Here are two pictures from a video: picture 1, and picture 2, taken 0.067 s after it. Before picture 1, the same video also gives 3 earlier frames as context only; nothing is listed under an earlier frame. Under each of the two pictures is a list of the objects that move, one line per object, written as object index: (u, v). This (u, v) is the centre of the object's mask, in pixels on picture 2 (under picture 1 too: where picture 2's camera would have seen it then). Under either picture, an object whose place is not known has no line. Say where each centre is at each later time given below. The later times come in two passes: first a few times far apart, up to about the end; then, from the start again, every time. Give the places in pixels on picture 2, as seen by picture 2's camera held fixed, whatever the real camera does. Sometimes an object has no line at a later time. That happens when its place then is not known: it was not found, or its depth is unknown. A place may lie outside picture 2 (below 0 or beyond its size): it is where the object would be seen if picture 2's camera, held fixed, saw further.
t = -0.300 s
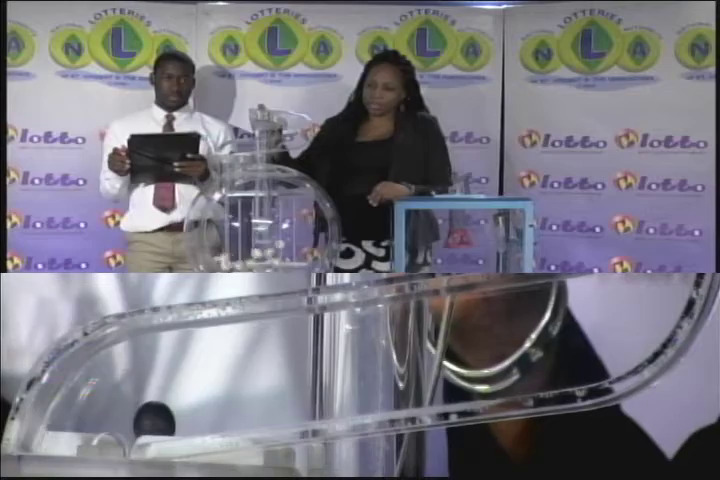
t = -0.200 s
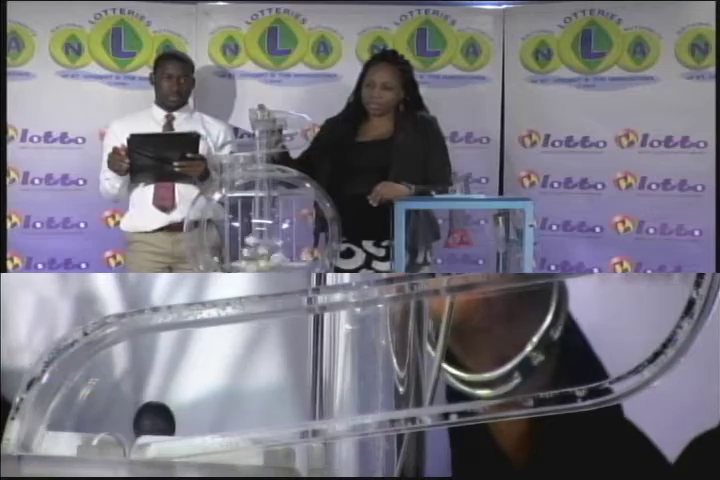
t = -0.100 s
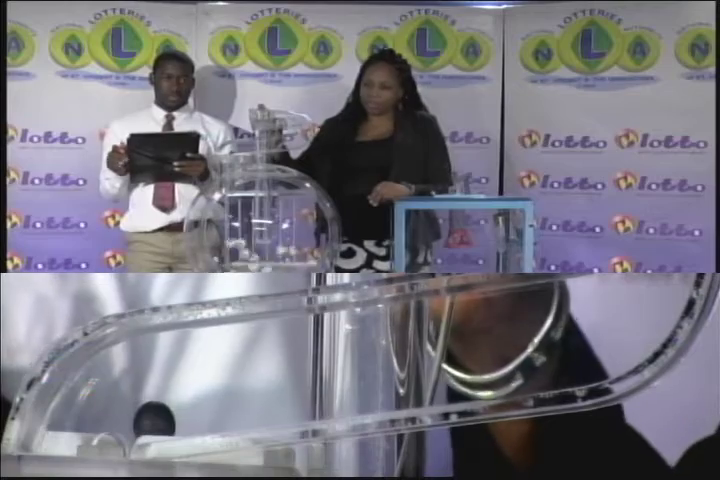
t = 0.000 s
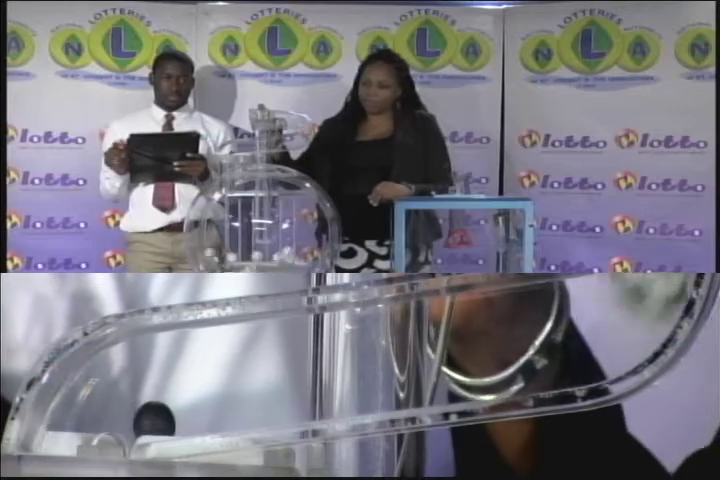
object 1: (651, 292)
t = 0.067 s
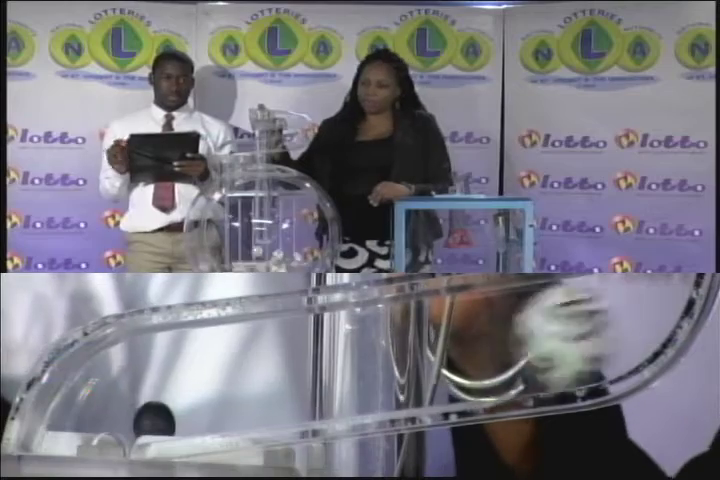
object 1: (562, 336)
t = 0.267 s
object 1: (299, 374)
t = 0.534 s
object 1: (142, 389)
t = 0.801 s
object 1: (121, 393)
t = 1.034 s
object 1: (126, 397)
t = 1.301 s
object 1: (128, 396)
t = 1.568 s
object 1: (128, 396)
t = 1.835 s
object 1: (129, 396)
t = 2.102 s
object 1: (129, 396)
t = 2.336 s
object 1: (128, 396)
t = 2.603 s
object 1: (128, 396)
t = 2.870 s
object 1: (127, 397)
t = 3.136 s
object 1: (127, 396)
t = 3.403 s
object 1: (127, 397)
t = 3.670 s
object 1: (127, 396)
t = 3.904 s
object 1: (127, 397)
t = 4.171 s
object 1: (129, 396)
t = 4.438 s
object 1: (129, 396)
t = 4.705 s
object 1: (128, 396)
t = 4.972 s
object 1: (128, 397)
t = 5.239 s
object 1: (128, 396)
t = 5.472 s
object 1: (128, 396)
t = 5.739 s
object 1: (129, 396)
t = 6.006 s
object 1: (129, 396)
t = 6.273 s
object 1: (129, 396)
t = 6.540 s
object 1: (129, 397)
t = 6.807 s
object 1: (129, 397)
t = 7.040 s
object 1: (129, 397)
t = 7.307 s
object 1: (129, 397)
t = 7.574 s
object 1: (129, 397)
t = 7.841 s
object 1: (129, 397)
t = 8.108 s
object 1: (128, 397)
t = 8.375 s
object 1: (129, 397)
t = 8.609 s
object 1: (129, 397)
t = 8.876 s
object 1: (129, 397)
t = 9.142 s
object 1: (127, 397)
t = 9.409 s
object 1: (127, 397)
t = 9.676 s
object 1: (127, 397)
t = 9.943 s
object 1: (127, 397)
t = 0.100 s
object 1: (513, 341)
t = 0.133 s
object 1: (467, 349)
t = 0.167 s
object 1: (424, 355)
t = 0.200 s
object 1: (386, 363)
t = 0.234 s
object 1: (343, 366)
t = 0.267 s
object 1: (299, 374)
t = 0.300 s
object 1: (253, 379)
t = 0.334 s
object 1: (216, 383)
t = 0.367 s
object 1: (170, 389)
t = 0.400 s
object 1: (128, 394)
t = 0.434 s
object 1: (131, 391)
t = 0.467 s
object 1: (127, 393)
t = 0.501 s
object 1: (136, 390)
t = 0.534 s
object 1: (142, 389)
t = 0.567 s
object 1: (147, 389)
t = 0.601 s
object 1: (149, 389)
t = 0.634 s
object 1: (149, 389)
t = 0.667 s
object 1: (148, 389)
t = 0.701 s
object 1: (144, 390)
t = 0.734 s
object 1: (137, 391)
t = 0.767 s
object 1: (127, 395)
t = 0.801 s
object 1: (121, 393)
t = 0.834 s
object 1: (124, 395)
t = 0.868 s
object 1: (127, 396)
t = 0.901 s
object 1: (129, 396)
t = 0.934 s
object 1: (126, 396)
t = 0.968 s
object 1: (127, 397)
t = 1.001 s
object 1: (126, 397)
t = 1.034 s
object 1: (126, 397)
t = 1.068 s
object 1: (127, 397)
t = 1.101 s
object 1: (127, 397)
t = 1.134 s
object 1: (128, 396)
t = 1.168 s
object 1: (128, 396)
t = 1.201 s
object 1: (128, 396)
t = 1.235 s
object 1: (128, 396)
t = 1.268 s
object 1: (128, 396)
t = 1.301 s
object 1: (128, 396)
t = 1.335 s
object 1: (128, 396)
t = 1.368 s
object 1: (128, 396)
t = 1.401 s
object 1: (128, 396)
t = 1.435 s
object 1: (129, 396)
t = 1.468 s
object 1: (129, 396)
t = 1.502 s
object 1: (129, 396)
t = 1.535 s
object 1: (129, 396)
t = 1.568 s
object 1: (128, 396)
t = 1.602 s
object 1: (128, 396)
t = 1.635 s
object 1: (128, 396)
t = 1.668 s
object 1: (128, 396)
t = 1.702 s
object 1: (128, 396)
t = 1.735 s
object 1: (128, 396)
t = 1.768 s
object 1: (128, 396)
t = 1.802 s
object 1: (128, 396)
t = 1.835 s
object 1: (129, 396)
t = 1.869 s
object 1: (129, 396)
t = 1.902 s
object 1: (129, 396)
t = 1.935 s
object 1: (129, 396)
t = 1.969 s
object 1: (129, 396)
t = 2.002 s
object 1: (129, 396)
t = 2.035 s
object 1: (129, 396)
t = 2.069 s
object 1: (129, 396)
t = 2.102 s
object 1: (129, 396)
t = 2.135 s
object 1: (129, 396)
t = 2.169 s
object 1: (128, 396)
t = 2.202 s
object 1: (128, 396)
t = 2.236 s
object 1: (128, 396)
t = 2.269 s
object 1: (128, 396)
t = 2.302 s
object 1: (128, 397)
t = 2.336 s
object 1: (128, 396)
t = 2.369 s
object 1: (128, 396)
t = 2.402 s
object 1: (128, 396)
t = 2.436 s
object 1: (128, 396)
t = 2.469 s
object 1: (128, 396)
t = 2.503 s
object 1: (128, 396)
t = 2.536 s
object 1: (128, 396)
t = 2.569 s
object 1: (128, 396)
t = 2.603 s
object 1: (128, 396)
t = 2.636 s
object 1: (128, 396)
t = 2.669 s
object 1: (128, 396)
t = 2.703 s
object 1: (128, 396)
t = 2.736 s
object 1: (128, 397)
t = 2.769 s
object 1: (128, 397)
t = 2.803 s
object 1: (128, 397)
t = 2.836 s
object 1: (127, 397)
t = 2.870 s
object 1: (127, 397)
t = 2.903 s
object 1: (126, 397)
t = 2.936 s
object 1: (127, 397)
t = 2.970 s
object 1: (127, 397)
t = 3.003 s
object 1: (127, 397)
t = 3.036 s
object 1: (127, 397)
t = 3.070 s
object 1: (127, 396)
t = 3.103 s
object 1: (127, 396)
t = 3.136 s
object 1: (127, 396)
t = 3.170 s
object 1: (127, 396)
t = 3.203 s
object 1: (127, 396)
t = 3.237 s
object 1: (127, 397)
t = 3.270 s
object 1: (127, 397)
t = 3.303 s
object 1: (127, 397)
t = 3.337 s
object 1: (127, 397)
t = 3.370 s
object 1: (127, 397)
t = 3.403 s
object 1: (127, 397)
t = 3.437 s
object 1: (127, 396)
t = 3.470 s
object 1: (127, 396)
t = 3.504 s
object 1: (127, 397)
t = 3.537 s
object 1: (127, 396)
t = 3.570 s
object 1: (127, 396)
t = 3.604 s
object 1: (127, 396)
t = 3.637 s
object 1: (127, 396)
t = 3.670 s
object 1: (127, 396)
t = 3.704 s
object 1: (127, 396)
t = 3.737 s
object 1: (127, 397)
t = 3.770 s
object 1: (127, 397)
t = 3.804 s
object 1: (127, 397)
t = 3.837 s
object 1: (127, 397)
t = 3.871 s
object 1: (127, 397)
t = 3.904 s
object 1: (127, 397)
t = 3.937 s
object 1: (127, 397)
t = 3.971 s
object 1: (127, 397)
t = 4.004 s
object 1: (127, 397)
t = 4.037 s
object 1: (128, 394)
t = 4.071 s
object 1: (127, 396)
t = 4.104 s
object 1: (126, 396)
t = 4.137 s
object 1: (127, 395)
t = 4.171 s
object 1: (129, 396)
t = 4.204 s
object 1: (130, 396)
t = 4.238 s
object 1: (128, 396)
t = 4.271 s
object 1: (129, 396)
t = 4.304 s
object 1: (129, 396)
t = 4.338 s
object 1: (128, 396)
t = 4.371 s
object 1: (128, 396)
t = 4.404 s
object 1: (129, 396)
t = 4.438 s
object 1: (129, 396)
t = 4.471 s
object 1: (129, 396)
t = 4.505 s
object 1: (129, 396)
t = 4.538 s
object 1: (129, 396)
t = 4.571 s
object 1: (129, 396)
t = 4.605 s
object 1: (128, 396)
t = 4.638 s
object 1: (128, 396)
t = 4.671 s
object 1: (128, 396)
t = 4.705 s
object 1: (128, 396)
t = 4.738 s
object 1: (128, 396)
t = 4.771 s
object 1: (129, 396)
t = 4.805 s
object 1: (129, 397)
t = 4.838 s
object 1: (128, 397)
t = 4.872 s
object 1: (128, 397)
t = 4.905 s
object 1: (128, 397)
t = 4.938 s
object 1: (128, 397)
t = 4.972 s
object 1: (128, 397)
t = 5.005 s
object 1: (128, 396)
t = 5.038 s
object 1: (128, 396)
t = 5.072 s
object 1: (128, 396)
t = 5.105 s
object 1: (129, 396)
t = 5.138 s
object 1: (128, 396)
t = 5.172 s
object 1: (129, 396)
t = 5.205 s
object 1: (129, 396)
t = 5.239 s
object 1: (128, 396)
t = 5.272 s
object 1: (129, 396)
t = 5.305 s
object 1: (128, 396)
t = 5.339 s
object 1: (129, 396)
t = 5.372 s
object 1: (129, 396)
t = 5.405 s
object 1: (129, 396)
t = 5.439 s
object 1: (128, 396)
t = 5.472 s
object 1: (128, 396)
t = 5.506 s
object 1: (128, 396)
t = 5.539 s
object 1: (128, 396)
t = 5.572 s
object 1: (129, 396)
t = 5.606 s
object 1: (129, 396)
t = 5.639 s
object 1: (129, 396)
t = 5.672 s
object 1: (129, 396)
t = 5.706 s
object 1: (129, 396)
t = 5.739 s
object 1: (129, 396)
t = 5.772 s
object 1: (129, 396)
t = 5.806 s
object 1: (129, 396)
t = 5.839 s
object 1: (129, 396)
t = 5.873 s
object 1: (129, 396)
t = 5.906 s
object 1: (129, 396)
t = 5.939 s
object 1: (129, 396)
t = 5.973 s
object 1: (129, 396)
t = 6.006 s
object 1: (129, 396)
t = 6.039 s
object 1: (129, 396)
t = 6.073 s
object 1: (129, 396)
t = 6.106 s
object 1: (129, 396)
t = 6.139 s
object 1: (129, 396)
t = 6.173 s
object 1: (129, 397)
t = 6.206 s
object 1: (129, 397)
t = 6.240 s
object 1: (129, 396)
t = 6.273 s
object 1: (129, 396)
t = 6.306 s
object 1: (129, 396)
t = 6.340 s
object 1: (129, 397)
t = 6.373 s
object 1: (129, 397)
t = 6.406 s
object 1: (129, 397)
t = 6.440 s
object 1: (129, 397)
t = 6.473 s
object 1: (129, 397)
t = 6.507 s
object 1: (129, 397)
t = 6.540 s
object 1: (129, 397)
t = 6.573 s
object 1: (129, 397)
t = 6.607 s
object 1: (129, 397)
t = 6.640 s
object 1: (129, 397)
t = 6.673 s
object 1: (129, 397)
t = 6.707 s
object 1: (129, 397)
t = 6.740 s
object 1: (129, 397)
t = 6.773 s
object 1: (129, 397)
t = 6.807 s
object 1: (129, 397)
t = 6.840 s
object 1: (129, 397)
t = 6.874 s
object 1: (129, 397)
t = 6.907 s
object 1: (129, 397)
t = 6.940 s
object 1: (129, 397)
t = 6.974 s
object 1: (129, 397)
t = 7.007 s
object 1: (129, 397)
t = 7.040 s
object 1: (129, 397)
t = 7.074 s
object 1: (129, 397)
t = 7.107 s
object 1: (129, 397)
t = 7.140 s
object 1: (129, 397)
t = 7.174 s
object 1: (129, 397)
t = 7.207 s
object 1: (129, 397)
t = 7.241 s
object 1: (129, 397)
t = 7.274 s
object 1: (129, 397)
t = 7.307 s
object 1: (129, 397)
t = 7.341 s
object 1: (129, 397)
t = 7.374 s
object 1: (129, 397)
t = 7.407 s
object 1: (129, 397)
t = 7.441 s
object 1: (128, 397)
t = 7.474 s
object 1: (129, 397)
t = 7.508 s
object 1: (129, 397)
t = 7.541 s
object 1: (129, 397)
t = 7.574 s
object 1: (129, 397)
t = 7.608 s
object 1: (129, 397)
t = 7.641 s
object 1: (129, 397)
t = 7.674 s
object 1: (129, 397)
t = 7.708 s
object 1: (129, 397)
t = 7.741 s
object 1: (129, 397)
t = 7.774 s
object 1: (129, 397)
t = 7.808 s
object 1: (129, 397)
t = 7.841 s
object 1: (129, 397)
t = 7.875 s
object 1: (129, 397)
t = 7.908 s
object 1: (129, 397)
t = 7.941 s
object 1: (129, 397)
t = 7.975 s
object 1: (129, 397)
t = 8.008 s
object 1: (129, 397)
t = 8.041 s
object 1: (129, 397)
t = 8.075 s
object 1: (129, 397)
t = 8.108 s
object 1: (128, 397)
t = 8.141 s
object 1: (129, 397)
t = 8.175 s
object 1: (129, 397)
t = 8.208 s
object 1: (129, 397)
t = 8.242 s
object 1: (129, 397)
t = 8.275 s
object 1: (129, 397)
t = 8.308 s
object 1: (129, 397)
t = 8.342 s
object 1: (129, 397)
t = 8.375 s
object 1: (129, 397)
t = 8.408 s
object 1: (129, 397)
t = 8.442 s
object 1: (129, 397)
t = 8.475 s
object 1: (129, 397)
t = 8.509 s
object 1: (129, 397)
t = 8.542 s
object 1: (129, 397)
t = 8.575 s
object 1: (129, 397)
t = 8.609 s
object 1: (129, 397)
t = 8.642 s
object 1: (129, 397)
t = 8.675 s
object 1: (128, 397)
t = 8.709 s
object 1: (129, 397)
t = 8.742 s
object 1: (129, 397)
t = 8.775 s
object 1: (129, 397)
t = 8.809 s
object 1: (129, 397)
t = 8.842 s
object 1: (129, 397)
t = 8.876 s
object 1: (129, 397)
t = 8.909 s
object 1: (129, 397)
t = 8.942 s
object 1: (128, 397)
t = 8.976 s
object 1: (128, 397)
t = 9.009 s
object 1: (128, 397)
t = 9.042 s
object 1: (128, 397)
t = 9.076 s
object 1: (128, 397)
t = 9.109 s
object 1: (128, 397)
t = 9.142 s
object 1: (127, 397)
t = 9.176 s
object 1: (127, 397)
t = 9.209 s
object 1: (127, 397)
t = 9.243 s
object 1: (127, 397)
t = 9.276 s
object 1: (127, 397)
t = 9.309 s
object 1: (127, 397)
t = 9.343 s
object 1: (127, 397)
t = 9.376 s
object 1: (127, 397)
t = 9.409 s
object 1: (127, 397)
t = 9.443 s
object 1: (127, 397)
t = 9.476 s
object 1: (127, 397)
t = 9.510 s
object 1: (127, 397)
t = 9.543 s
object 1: (127, 397)
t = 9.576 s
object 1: (127, 397)
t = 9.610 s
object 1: (127, 397)
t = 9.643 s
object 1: (127, 397)
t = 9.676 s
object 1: (127, 397)
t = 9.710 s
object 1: (127, 397)
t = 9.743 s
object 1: (127, 397)
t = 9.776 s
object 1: (127, 397)
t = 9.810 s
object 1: (127, 397)
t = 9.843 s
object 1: (128, 397)
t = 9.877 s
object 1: (128, 397)
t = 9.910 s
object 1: (128, 397)
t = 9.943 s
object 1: (127, 397)
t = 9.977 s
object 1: (127, 397)
